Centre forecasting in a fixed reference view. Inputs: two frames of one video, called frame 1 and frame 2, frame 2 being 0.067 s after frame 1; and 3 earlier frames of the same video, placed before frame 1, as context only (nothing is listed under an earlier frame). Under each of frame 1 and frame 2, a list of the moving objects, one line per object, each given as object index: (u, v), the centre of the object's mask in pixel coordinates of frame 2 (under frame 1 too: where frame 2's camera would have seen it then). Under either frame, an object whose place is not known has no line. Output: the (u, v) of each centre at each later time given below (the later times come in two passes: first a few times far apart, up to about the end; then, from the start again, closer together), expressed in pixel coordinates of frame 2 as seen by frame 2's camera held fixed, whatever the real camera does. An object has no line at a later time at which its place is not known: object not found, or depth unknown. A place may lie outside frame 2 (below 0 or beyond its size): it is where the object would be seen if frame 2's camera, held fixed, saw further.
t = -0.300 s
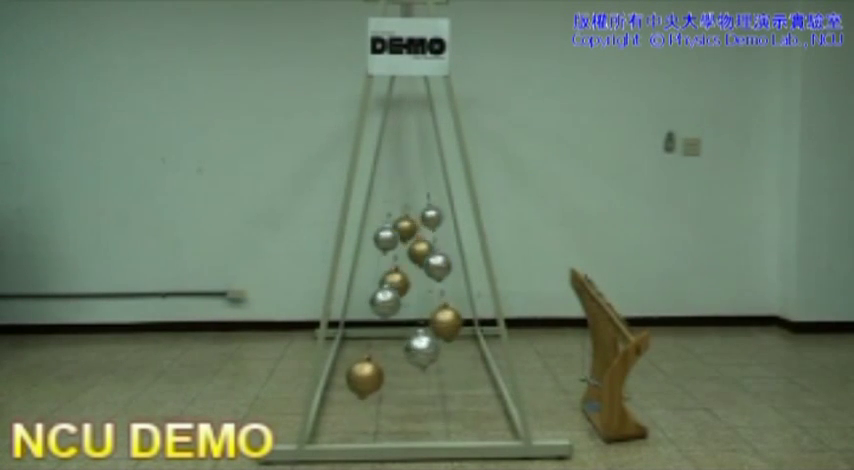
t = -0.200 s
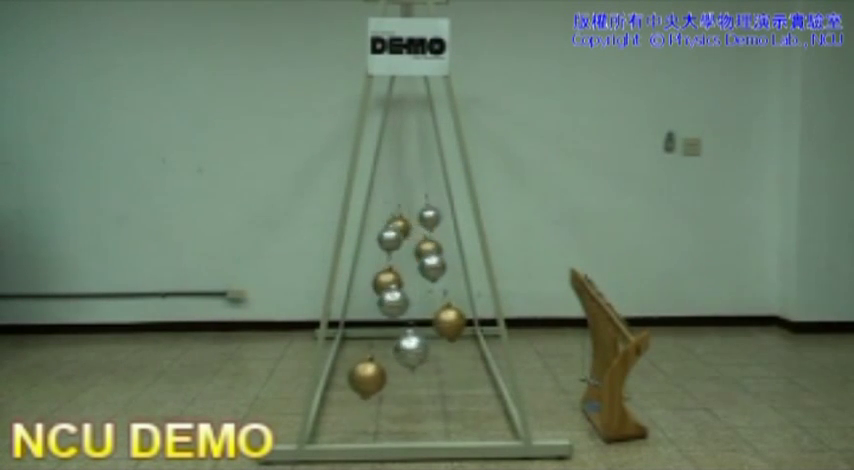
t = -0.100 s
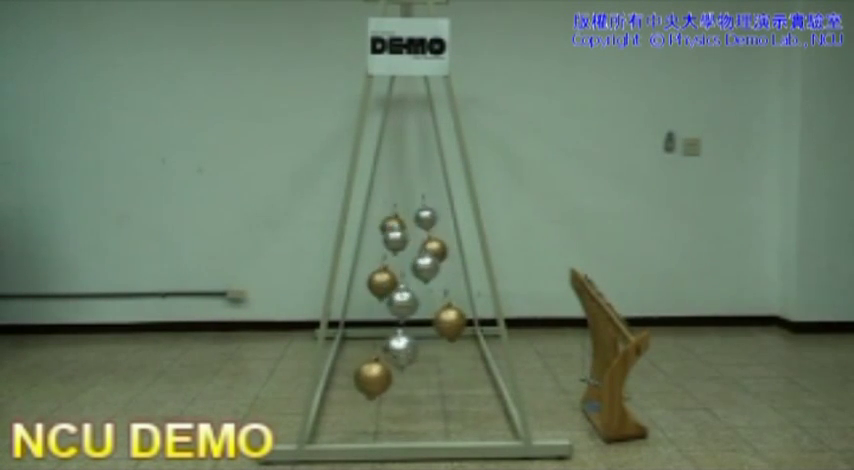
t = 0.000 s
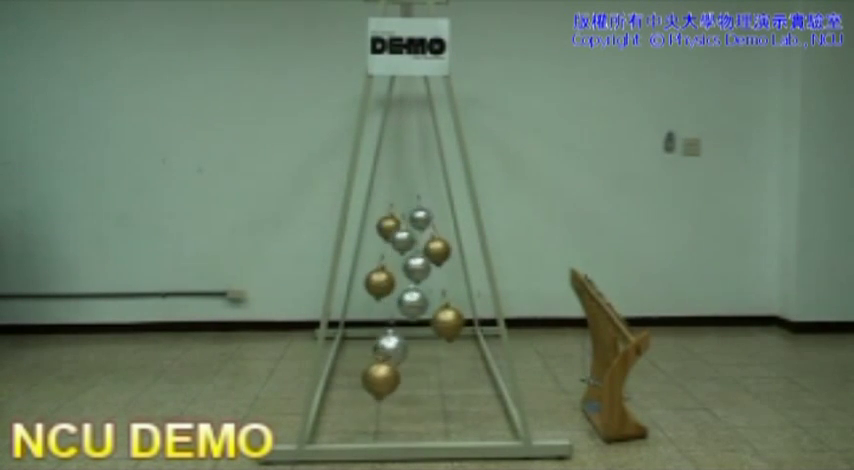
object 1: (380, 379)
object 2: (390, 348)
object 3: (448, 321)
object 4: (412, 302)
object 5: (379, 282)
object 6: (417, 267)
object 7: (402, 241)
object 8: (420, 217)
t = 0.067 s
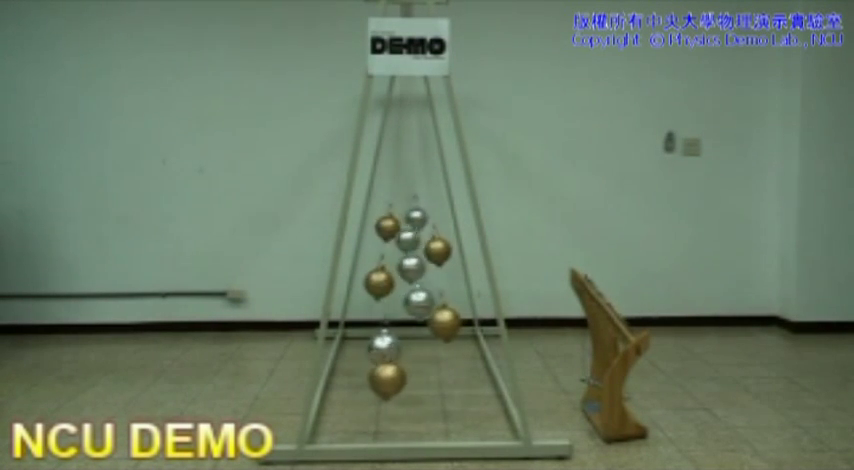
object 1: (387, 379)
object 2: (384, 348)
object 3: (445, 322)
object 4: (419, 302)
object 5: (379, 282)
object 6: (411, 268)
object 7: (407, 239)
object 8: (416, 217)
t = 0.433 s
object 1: (429, 378)
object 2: (369, 348)
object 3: (414, 324)
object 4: (444, 300)
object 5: (395, 285)
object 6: (384, 264)
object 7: (433, 236)
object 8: (392, 213)
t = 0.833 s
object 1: (456, 376)
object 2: (392, 350)
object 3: (378, 321)
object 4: (436, 301)
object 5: (427, 280)
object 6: (385, 266)
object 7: (431, 238)
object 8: (392, 218)
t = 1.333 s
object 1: (431, 379)
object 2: (443, 347)
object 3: (384, 324)
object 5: (440, 282)
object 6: (423, 265)
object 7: (400, 237)
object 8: (419, 216)
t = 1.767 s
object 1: (382, 379)
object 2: (449, 348)
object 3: (425, 323)
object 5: (408, 284)
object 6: (440, 265)
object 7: (386, 238)
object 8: (430, 217)
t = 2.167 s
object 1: (365, 377)
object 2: (415, 350)
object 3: (449, 321)
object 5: (381, 282)
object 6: (418, 267)
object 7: (409, 240)
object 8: (410, 217)
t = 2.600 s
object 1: (395, 379)
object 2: (375, 349)
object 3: (430, 323)
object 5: (390, 285)
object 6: (385, 263)
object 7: (435, 236)
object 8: (389, 217)
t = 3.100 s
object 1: (447, 377)
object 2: (381, 349)
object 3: (384, 319)
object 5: (429, 279)
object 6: (390, 267)
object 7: (420, 239)
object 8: (407, 218)
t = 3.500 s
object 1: (453, 376)
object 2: (421, 350)
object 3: (375, 322)
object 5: (441, 282)
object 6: (421, 265)
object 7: (392, 235)
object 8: (430, 212)
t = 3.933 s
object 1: (414, 379)
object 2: (451, 347)
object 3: (408, 324)
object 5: (414, 284)
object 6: (440, 265)
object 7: (388, 239)
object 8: (423, 218)
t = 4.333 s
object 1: (374, 378)
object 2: (437, 349)
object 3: (443, 319)
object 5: (383, 280)
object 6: (419, 267)
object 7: (414, 238)
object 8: (402, 216)
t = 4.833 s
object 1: (375, 378)
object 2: (389, 348)
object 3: (439, 323)
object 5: (390, 285)
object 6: (382, 263)
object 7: (435, 238)
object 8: (393, 218)
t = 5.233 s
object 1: (415, 379)
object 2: (370, 349)
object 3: (401, 324)
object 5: (422, 283)
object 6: (388, 268)
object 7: (416, 239)
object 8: (415, 216)
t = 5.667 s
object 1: (453, 376)
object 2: (397, 350)
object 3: (374, 322)
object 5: (442, 282)
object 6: (421, 267)
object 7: (387, 235)
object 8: (431, 216)
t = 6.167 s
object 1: (438, 378)
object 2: (444, 346)
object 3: (397, 323)
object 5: (414, 283)
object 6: (439, 265)
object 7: (397, 239)
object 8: (409, 218)
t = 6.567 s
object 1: (395, 379)
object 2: (448, 348)
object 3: (433, 320)
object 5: (384, 279)
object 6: (414, 267)
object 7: (422, 237)
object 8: (389, 214)
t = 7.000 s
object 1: (366, 377)
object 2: (411, 350)
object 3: (447, 322)
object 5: (386, 284)
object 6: (383, 262)
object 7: (434, 238)
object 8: (401, 218)
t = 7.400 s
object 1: (384, 379)
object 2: (376, 348)
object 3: (419, 324)
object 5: (417, 284)
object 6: (387, 267)
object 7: (410, 240)
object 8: (421, 215)
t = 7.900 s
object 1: (437, 377)
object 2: (382, 349)
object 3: (378, 318)
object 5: (441, 282)
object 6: (424, 265)
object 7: (385, 237)
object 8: (424, 218)
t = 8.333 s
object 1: (454, 376)
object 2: (425, 349)
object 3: (383, 324)
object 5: (419, 284)
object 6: (439, 265)
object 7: (403, 239)
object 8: (401, 215)
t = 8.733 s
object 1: (427, 378)
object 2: (450, 348)
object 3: (419, 324)
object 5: (390, 280)
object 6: (416, 267)
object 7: (428, 234)
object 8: (390, 217)
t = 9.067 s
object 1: (391, 379)
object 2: (441, 349)
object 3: (444, 319)
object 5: (381, 283)
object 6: (391, 264)
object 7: (434, 238)
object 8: (406, 219)
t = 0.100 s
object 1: (390, 379)
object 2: (381, 348)
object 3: (443, 322)
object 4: (422, 301)
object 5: (379, 282)
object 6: (408, 268)
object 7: (410, 240)
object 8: (414, 217)
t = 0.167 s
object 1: (398, 379)
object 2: (377, 350)
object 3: (439, 323)
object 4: (427, 299)
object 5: (381, 282)
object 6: (403, 267)
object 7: (414, 239)
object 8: (410, 217)
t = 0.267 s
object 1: (410, 379)
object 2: (372, 349)
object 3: (430, 322)
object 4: (436, 298)
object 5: (384, 283)
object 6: (395, 264)
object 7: (420, 237)
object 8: (405, 217)
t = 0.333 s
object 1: (418, 379)
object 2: (370, 349)
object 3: (424, 323)
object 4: (440, 300)
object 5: (388, 284)
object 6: (390, 263)
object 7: (425, 234)
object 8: (402, 216)
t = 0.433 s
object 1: (429, 378)
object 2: (369, 348)
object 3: (414, 324)
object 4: (444, 300)
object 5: (395, 285)
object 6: (384, 264)
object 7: (433, 236)
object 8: (392, 213)
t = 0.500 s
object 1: (436, 378)
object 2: (370, 349)
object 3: (406, 324)
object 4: (446, 299)
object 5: (400, 284)
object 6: (382, 265)
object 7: (435, 237)
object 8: (390, 215)
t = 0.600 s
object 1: (444, 377)
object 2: (375, 348)
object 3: (397, 324)
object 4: (446, 299)
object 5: (409, 284)
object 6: (380, 265)
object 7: (436, 238)
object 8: (389, 218)
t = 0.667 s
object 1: (449, 376)
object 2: (379, 349)
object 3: (392, 321)
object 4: (445, 299)
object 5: (414, 284)
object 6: (380, 265)
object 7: (436, 238)
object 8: (389, 217)
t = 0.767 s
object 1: (454, 376)
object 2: (387, 349)
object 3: (382, 320)
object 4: (440, 300)
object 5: (422, 282)
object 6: (382, 266)
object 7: (434, 238)
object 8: (390, 217)
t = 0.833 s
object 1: (456, 376)
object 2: (392, 350)
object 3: (378, 321)
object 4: (436, 301)
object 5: (427, 280)
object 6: (385, 266)
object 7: (431, 238)
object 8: (392, 218)
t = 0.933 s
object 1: (456, 375)
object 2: (403, 350)
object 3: (374, 322)
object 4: (429, 301)
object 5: (436, 279)
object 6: (391, 267)
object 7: (425, 240)
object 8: (396, 218)
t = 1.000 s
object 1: (455, 375)
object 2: (410, 349)
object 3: (373, 322)
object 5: (439, 281)
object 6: (396, 267)
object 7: (421, 239)
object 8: (400, 218)
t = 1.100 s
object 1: (451, 376)
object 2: (421, 350)
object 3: (373, 322)
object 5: (441, 282)
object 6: (404, 268)
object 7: (413, 240)
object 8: (406, 217)
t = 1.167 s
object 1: (446, 377)
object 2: (428, 348)
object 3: (374, 322)
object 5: (442, 281)
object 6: (410, 268)
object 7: (409, 239)
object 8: (411, 217)
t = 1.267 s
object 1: (437, 379)
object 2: (437, 347)
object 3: (379, 323)
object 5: (441, 282)
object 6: (418, 267)
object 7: (403, 239)
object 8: (416, 217)
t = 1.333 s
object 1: (431, 379)
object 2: (443, 347)
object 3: (384, 324)
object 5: (440, 282)
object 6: (423, 265)
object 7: (400, 237)
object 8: (419, 216)
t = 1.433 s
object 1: (419, 379)
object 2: (448, 348)
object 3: (391, 324)
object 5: (435, 283)
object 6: (431, 263)
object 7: (390, 235)
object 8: (425, 212)
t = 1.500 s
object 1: (412, 379)
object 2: (450, 347)
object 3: (398, 323)
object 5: (431, 284)
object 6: (435, 263)
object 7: (386, 236)
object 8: (430, 214)
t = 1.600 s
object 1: (400, 379)
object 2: (452, 347)
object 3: (408, 324)
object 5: (423, 284)
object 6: (440, 265)
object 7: (384, 238)
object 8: (431, 216)
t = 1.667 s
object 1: (392, 379)
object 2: (451, 347)
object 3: (415, 323)
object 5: (417, 283)
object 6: (440, 265)
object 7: (384, 238)
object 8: (431, 217)
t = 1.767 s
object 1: (382, 379)
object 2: (449, 348)
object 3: (425, 323)
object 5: (408, 284)
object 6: (440, 265)
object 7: (386, 238)
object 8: (430, 217)
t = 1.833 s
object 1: (376, 378)
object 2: (445, 348)
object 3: (430, 321)
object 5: (403, 284)
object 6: (439, 266)
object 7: (388, 238)
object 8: (428, 217)
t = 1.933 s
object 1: (370, 377)
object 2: (438, 349)
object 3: (439, 319)
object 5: (396, 281)
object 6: (435, 266)
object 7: (392, 240)
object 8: (423, 217)
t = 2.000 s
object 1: (367, 377)
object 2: (432, 349)
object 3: (444, 320)
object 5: (390, 279)
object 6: (431, 267)
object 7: (396, 240)
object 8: (420, 218)
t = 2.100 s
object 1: (365, 377)
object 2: (422, 349)
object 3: (448, 321)
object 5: (383, 280)
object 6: (424, 267)
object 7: (404, 240)
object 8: (414, 218)
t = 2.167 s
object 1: (365, 377)
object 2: (415, 350)
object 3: (449, 321)
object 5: (381, 282)
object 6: (418, 267)
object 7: (409, 240)
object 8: (410, 217)
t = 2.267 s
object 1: (368, 377)
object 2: (404, 350)
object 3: (448, 321)
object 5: (379, 282)
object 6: (409, 267)
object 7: (416, 239)
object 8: (405, 217)
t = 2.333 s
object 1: (371, 378)
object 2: (396, 350)
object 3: (447, 321)
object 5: (379, 282)
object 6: (404, 267)
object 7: (419, 238)
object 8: (402, 216)
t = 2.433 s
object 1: (379, 379)
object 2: (388, 348)
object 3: (443, 322)
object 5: (381, 283)
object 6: (397, 265)
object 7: (425, 234)
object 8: (394, 213)
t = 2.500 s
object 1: (385, 379)
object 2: (381, 348)
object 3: (439, 323)
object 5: (384, 284)
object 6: (392, 264)
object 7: (432, 234)
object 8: (390, 214)
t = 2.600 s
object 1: (395, 379)
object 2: (375, 349)
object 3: (430, 323)
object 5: (390, 285)
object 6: (385, 263)
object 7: (435, 236)
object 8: (389, 217)
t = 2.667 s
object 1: (403, 379)
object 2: (372, 349)
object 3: (424, 323)
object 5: (395, 284)
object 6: (382, 264)
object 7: (436, 237)
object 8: (389, 217)
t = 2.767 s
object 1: (414, 379)
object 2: (370, 349)
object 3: (414, 324)
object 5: (403, 284)
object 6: (380, 265)
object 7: (435, 238)
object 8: (390, 217)
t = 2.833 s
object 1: (422, 379)
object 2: (369, 349)
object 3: (407, 324)
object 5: (409, 284)
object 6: (380, 266)
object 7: (434, 238)
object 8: (393, 218)
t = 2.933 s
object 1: (433, 378)
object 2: (372, 349)
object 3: (397, 324)
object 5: (417, 284)
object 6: (382, 266)
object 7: (430, 239)
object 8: (397, 218)
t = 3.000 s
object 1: (439, 377)
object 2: (375, 349)
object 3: (392, 322)
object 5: (422, 282)
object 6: (385, 266)
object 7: (426, 240)
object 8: (401, 218)
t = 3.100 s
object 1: (447, 377)
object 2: (381, 349)
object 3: (384, 319)
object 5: (429, 279)
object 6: (390, 267)
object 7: (420, 239)
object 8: (407, 218)
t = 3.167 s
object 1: (451, 376)
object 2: (387, 349)
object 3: (378, 320)
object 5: (435, 279)
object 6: (395, 267)
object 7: (415, 239)
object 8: (411, 217)
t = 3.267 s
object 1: (455, 375)
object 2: (396, 350)
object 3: (375, 322)
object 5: (440, 280)
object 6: (403, 268)
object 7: (407, 239)
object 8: (416, 217)
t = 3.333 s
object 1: (456, 375)
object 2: (404, 350)
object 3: (373, 322)
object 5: (441, 282)
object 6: (409, 267)
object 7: (404, 238)
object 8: (419, 216)
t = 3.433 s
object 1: (455, 376)
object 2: (414, 350)
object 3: (373, 322)
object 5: (442, 282)
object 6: (417, 267)
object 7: (398, 237)
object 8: (425, 212)
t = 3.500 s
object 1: (453, 376)
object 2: (421, 350)
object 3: (375, 322)
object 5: (441, 282)
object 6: (421, 265)
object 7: (392, 235)
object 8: (430, 212)
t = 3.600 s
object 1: (447, 377)
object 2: (431, 348)
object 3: (379, 323)
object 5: (438, 283)
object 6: (429, 263)
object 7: (386, 235)
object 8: (432, 216)
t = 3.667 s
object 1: (442, 377)
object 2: (437, 347)
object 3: (383, 324)
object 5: (435, 284)
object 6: (434, 262)
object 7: (384, 237)
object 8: (431, 216)
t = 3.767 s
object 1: (433, 378)
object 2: (444, 347)
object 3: (392, 324)
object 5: (428, 283)
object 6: (439, 263)
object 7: (385, 238)
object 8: (429, 217)
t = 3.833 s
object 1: (426, 378)
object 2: (448, 348)
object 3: (397, 324)
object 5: (423, 283)
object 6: (440, 265)
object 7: (386, 238)
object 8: (427, 217)
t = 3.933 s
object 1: (414, 379)
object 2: (451, 347)
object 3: (408, 324)
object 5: (414, 284)
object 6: (440, 265)
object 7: (388, 239)
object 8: (423, 218)
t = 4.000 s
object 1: (407, 379)
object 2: (452, 347)
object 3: (415, 324)
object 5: (408, 284)
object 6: (439, 266)
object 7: (391, 240)
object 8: (419, 218)
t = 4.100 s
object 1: (395, 379)
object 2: (450, 347)
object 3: (425, 323)
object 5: (400, 284)
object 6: (435, 266)
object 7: (397, 239)
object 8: (413, 218)
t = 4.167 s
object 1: (388, 379)
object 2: (447, 348)
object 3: (430, 321)
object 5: (396, 281)
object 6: (431, 267)
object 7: (403, 240)
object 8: (410, 217)
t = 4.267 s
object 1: (379, 378)
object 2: (442, 349)
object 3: (438, 319)
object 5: (388, 279)
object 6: (424, 267)
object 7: (410, 239)
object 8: (405, 216)
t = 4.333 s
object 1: (374, 378)
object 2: (437, 349)
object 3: (443, 319)
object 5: (383, 280)
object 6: (419, 267)
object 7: (414, 238)
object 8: (402, 216)
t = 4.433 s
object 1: (369, 377)
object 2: (428, 349)
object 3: (447, 322)
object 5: (380, 282)
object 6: (411, 267)
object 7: (420, 237)
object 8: (395, 213)
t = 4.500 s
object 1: (366, 377)
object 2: (421, 350)
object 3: (449, 321)
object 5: (380, 282)
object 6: (405, 267)
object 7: (424, 235)
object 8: (391, 213)
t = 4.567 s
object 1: (366, 377)
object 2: (414, 350)
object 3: (449, 321)
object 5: (380, 282)
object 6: (400, 267)
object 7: (428, 234)
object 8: (388, 215)
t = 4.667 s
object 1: (367, 377)
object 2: (404, 350)
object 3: (447, 321)
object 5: (382, 283)
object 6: (393, 264)
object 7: (435, 235)
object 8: (389, 217)
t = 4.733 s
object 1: (369, 378)
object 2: (397, 350)
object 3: (445, 322)
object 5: (384, 284)
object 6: (388, 263)
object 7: (436, 237)
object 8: (390, 217)
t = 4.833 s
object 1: (375, 378)
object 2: (389, 348)
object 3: (439, 323)
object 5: (390, 285)
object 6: (382, 263)
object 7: (435, 238)
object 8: (393, 218)
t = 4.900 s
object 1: (380, 380)
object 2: (382, 347)
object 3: (433, 323)
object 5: (395, 285)
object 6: (381, 265)
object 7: (434, 238)
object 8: (396, 218)
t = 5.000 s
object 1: (390, 379)
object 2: (376, 349)
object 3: (425, 324)
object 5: (403, 284)
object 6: (381, 266)
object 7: (431, 239)
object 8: (401, 218)
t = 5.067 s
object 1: (396, 379)
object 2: (373, 349)
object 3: (418, 324)
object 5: (409, 284)
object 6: (381, 266)
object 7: (427, 240)
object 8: (405, 218)
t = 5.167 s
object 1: (408, 379)
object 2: (371, 349)
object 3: (408, 324)
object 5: (417, 283)
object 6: (384, 267)
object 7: (421, 239)
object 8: (411, 218)
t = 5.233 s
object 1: (415, 379)
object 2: (370, 349)
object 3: (401, 324)
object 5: (422, 283)
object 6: (388, 268)
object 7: (416, 239)
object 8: (415, 216)
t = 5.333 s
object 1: (427, 378)
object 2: (373, 348)
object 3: (392, 322)
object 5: (428, 280)
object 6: (394, 267)
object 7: (409, 240)
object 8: (419, 216)
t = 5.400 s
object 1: (434, 378)
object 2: (376, 349)
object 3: (388, 320)
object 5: (434, 279)
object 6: (399, 268)
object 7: (404, 238)
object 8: (422, 214)
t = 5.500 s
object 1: (442, 377)
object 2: (382, 349)
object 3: (380, 320)
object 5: (440, 279)
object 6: (408, 268)
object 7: (399, 237)
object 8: (428, 212)
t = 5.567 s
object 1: (447, 376)
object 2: (387, 350)
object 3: (376, 320)
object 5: (441, 281)
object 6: (413, 267)
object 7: (395, 234)
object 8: (431, 214)
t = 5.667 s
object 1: (453, 376)
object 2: (397, 350)
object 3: (374, 322)
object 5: (442, 282)
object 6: (421, 267)
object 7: (387, 235)
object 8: (431, 216)
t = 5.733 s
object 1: (455, 376)
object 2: (404, 350)
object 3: (374, 322)
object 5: (441, 282)
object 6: (425, 264)
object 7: (384, 235)
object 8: (430, 217)
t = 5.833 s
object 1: (455, 376)
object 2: (415, 350)
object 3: (375, 322)
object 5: (438, 283)
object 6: (432, 262)
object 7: (385, 238)
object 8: (427, 217)
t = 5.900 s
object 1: (454, 376)
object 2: (421, 350)
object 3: (377, 322)
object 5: (434, 284)
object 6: (436, 262)
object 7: (386, 238)
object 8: (424, 217)
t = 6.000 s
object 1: (450, 377)
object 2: (431, 348)
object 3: (384, 323)
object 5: (428, 284)
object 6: (440, 263)
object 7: (388, 240)
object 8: (419, 218)
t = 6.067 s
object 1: (446, 378)
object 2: (436, 347)
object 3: (388, 324)
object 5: (423, 283)
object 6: (441, 265)
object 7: (391, 240)
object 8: (415, 218)
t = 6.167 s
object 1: (438, 378)
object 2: (444, 346)
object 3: (397, 323)
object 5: (414, 283)
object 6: (439, 265)
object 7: (397, 239)
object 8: (409, 218)
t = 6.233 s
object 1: (432, 378)
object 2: (447, 347)
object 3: (403, 324)
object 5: (408, 284)
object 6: (437, 266)
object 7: (401, 240)
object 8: (407, 217)
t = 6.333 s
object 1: (421, 379)
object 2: (451, 347)
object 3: (413, 324)
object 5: (400, 283)
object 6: (432, 267)
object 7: (409, 240)
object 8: (402, 216)
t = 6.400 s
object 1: (413, 379)
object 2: (451, 347)
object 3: (421, 324)
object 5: (396, 282)
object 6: (428, 266)
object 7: (414, 239)
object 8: (399, 213)
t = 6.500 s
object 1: (402, 379)
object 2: (450, 348)
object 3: (429, 322)
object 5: (389, 280)
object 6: (420, 267)
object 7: (420, 238)
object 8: (391, 214)
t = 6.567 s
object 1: (395, 379)
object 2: (448, 348)
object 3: (433, 320)
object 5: (384, 279)
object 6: (414, 267)
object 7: (422, 237)
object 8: (389, 214)
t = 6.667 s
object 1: (385, 379)
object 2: (442, 348)
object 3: (442, 319)
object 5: (380, 280)
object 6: (406, 267)
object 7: (430, 235)
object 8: (389, 217)
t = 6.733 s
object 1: (379, 379)
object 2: (437, 349)
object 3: (446, 319)
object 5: (379, 282)
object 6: (401, 268)
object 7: (434, 235)
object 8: (390, 218)
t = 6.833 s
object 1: (372, 378)
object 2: (428, 349)
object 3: (448, 321)
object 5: (380, 283)
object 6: (395, 265)
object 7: (436, 237)
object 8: (393, 218)
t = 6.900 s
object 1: (369, 377)
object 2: (421, 350)
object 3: (448, 321)
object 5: (382, 284)
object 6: (390, 264)
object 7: (436, 238)
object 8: (396, 218)
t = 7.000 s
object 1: (366, 377)
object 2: (411, 350)
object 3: (447, 322)
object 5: (386, 284)
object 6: (383, 262)
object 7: (434, 238)
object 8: (401, 218)
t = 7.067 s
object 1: (366, 377)
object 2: (404, 350)
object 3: (445, 323)
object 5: (390, 285)
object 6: (381, 264)
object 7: (431, 240)
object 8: (405, 218)
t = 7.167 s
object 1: (369, 377)
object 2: (394, 349)
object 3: (439, 324)
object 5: (398, 284)
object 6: (380, 265)
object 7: (426, 239)
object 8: (412, 218)
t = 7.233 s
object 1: (371, 378)
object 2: (389, 348)
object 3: (434, 323)
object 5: (403, 283)
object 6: (381, 265)
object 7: (422, 239)
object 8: (415, 217)
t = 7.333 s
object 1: (378, 379)
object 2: (380, 348)
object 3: (425, 323)
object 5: (412, 284)
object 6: (384, 266)
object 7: (414, 240)
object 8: (419, 216)
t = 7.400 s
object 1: (384, 379)
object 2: (376, 348)
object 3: (419, 324)
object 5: (417, 284)
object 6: (387, 267)
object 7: (410, 240)
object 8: (421, 215)
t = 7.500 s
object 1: (393, 379)
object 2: (372, 349)
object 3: (409, 324)
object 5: (424, 282)
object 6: (393, 267)
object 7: (403, 239)
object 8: (428, 213)
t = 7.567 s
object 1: (401, 379)
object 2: (371, 349)
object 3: (402, 324)
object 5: (427, 280)
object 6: (398, 267)
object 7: (400, 237)
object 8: (432, 214)
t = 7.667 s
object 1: (412, 379)
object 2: (372, 348)
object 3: (393, 323)
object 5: (436, 279)
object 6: (407, 268)
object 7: (394, 234)
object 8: (432, 216)
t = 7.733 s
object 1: (420, 378)
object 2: (373, 349)
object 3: (388, 321)
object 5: (440, 279)
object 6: (413, 267)
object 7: (389, 235)
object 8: (430, 217)
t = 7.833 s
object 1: (431, 378)
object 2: (378, 349)
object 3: (381, 320)
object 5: (442, 281)
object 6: (420, 267)
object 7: (385, 236)
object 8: (427, 217)
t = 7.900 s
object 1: (437, 377)
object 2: (382, 349)
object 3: (378, 318)
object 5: (441, 282)
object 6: (424, 265)
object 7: (385, 237)
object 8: (424, 218)
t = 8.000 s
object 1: (445, 377)
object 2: (391, 350)
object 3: (374, 322)
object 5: (440, 282)
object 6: (431, 262)
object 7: (386, 238)
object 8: (419, 218)
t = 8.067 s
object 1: (449, 376)
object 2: (397, 350)
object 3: (374, 322)
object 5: (437, 282)
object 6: (435, 261)
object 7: (388, 238)
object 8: (415, 218)
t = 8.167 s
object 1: (453, 376)
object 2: (408, 350)
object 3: (375, 322)
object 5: (432, 284)
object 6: (440, 263)
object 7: (392, 239)
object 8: (409, 218)
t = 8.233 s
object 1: (455, 376)
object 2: (415, 350)
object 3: (377, 323)
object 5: (427, 284)
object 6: (440, 264)
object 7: (396, 240)
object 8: (406, 217)
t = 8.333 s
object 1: (454, 376)
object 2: (425, 349)
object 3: (383, 324)
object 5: (419, 284)
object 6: (439, 265)
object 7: (403, 239)
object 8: (401, 215)
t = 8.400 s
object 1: (453, 376)
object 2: (431, 349)
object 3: (388, 324)
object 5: (414, 284)
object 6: (438, 266)
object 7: (408, 239)
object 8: (399, 215)
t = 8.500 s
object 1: (448, 377)
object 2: (438, 347)
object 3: (396, 323)
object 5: (405, 284)
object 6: (432, 267)
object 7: (414, 238)
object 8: (391, 213)
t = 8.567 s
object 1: (443, 377)
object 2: (444, 346)
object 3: (403, 324)
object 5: (400, 283)
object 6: (428, 267)
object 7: (418, 238)
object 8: (389, 213)
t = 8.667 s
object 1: (434, 378)
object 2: (448, 347)
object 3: (413, 324)
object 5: (394, 281)
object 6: (421, 267)
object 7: (423, 236)
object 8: (388, 215)
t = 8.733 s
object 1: (427, 378)
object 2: (450, 348)
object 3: (419, 324)
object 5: (390, 280)
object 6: (416, 267)
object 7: (428, 234)
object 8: (390, 217)
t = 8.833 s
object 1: (416, 379)
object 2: (450, 348)
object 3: (429, 323)
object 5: (383, 279)
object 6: (408, 267)
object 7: (434, 234)
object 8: (394, 218)
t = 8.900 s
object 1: (409, 379)
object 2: (449, 348)
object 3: (433, 321)
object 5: (381, 280)
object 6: (403, 267)
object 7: (436, 235)
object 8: (397, 218)
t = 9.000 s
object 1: (397, 379)
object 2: (445, 348)
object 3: (440, 319)
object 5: (380, 282)
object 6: (396, 265)
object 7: (436, 237)
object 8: (402, 218)
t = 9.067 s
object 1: (391, 379)
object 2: (441, 349)
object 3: (444, 319)
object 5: (381, 283)
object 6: (391, 264)
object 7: (434, 238)
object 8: (406, 219)
